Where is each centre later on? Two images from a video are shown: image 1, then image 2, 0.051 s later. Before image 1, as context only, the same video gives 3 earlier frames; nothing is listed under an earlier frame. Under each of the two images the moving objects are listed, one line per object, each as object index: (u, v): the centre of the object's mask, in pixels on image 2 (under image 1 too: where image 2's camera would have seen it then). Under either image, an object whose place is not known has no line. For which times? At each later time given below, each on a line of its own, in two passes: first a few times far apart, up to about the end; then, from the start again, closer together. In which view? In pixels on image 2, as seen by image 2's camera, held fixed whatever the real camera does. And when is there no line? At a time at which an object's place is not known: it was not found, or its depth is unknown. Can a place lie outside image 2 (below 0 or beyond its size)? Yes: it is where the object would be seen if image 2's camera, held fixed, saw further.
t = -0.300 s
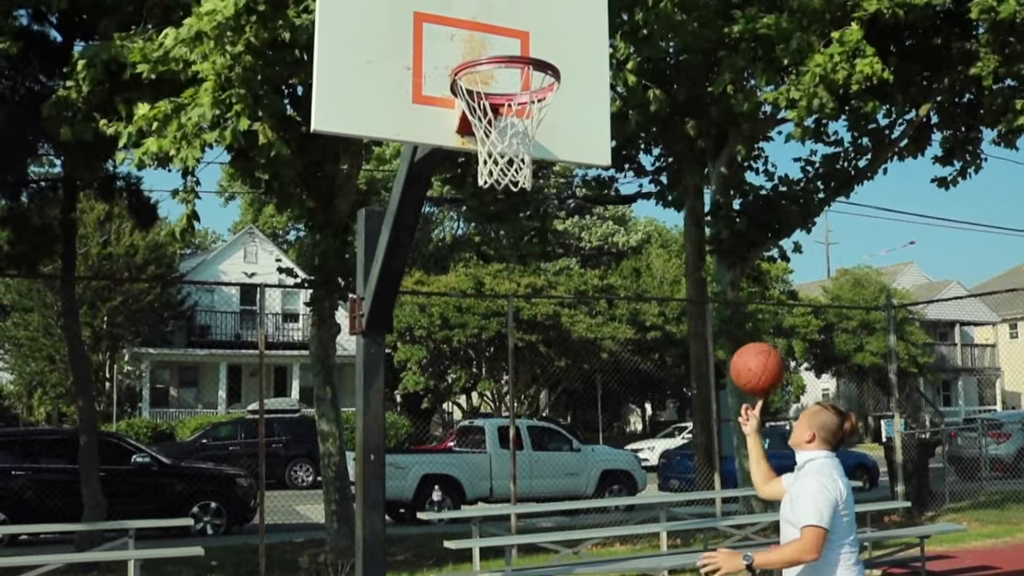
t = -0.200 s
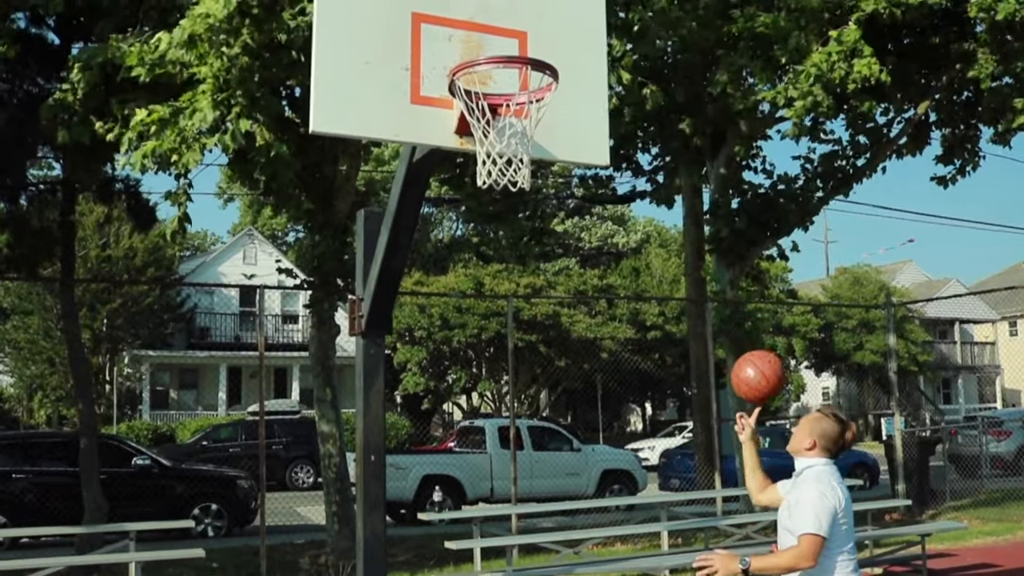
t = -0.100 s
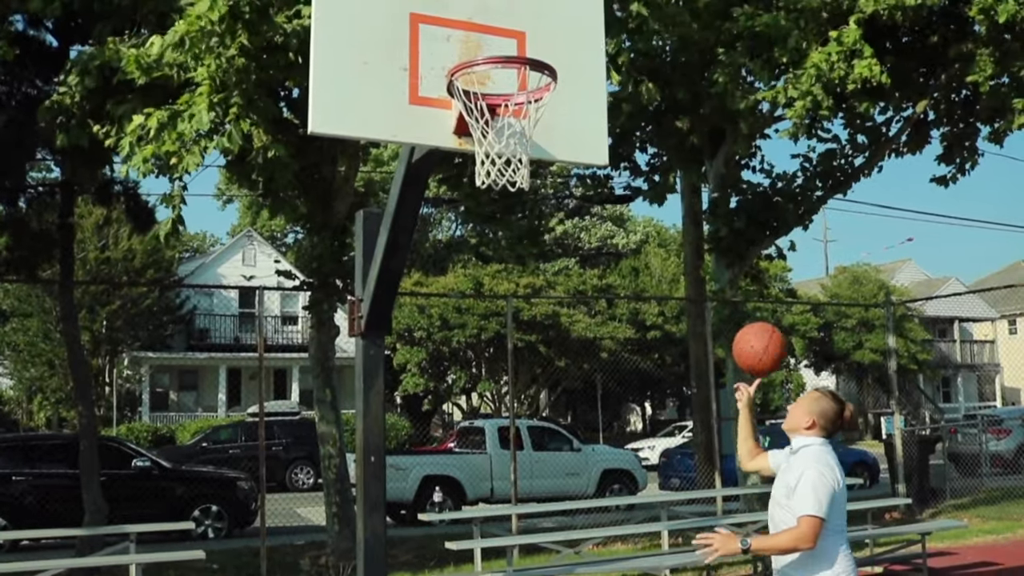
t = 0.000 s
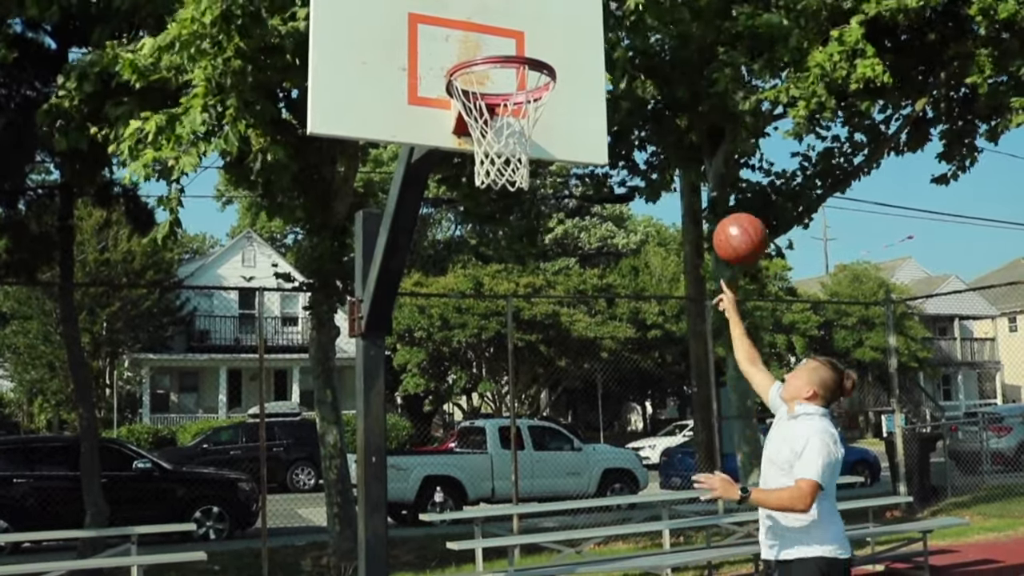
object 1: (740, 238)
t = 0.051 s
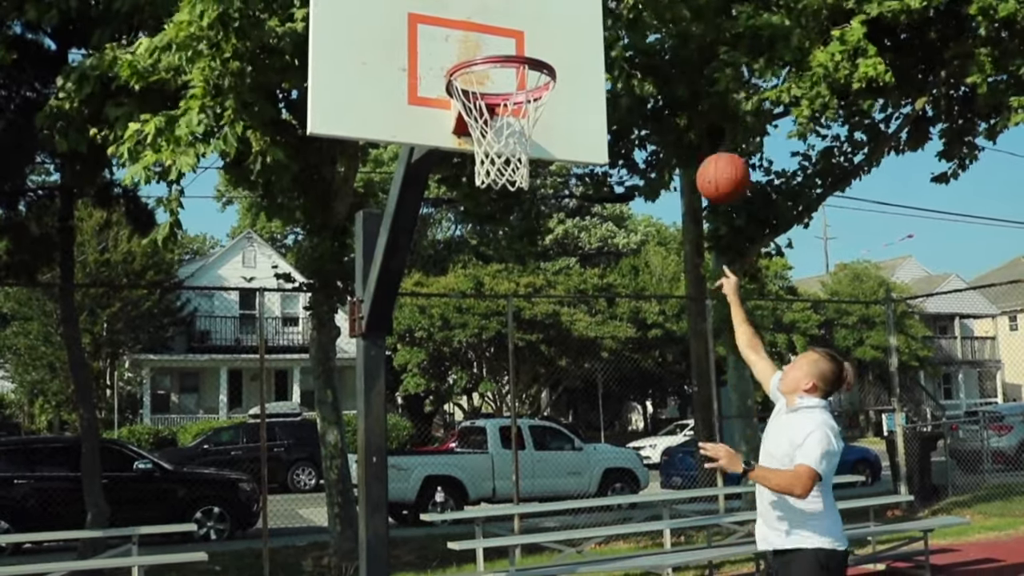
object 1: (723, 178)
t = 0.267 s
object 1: (652, 8)
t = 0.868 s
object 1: (490, -19)
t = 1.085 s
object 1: (431, 40)
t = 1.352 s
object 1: (343, -22)
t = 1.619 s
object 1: (248, 64)
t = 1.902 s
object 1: (135, 364)
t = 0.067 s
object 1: (717, 159)
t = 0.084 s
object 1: (711, 141)
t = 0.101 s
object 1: (706, 126)
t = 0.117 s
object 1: (701, 109)
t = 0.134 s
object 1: (695, 93)
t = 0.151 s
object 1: (689, 77)
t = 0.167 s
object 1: (684, 64)
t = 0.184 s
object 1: (679, 51)
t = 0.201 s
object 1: (672, 36)
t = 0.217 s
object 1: (666, 25)
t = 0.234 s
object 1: (661, 17)
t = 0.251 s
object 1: (654, 12)
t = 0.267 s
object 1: (652, 8)
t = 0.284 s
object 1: (646, 3)
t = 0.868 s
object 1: (490, -19)
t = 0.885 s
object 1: (486, -16)
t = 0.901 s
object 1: (483, -8)
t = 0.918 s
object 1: (478, 2)
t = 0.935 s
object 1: (474, 13)
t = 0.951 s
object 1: (470, 21)
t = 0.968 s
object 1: (465, 29)
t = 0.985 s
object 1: (460, 38)
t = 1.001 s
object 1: (453, 46)
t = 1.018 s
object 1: (447, 54)
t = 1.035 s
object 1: (442, 61)
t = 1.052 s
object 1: (440, 55)
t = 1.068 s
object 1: (437, 49)
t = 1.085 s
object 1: (431, 40)
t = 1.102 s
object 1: (426, 32)
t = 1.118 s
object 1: (421, 24)
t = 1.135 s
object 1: (415, 18)
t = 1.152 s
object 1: (410, 11)
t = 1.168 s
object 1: (404, 5)
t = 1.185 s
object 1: (399, 0)
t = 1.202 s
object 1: (393, -5)
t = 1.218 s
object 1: (388, -9)
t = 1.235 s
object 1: (382, -13)
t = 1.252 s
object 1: (376, -16)
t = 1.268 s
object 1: (371, -19)
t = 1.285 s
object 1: (365, -20)
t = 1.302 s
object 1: (360, -22)
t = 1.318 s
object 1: (354, -22)
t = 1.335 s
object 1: (348, -23)
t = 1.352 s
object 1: (343, -22)
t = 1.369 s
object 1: (337, -22)
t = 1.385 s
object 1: (331, -20)
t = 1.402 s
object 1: (325, -18)
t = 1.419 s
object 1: (320, -15)
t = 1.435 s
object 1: (314, -13)
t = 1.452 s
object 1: (308, -9)
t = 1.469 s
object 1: (302, -5)
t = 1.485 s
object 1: (297, 0)
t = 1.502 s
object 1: (290, 6)
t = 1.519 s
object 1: (284, 12)
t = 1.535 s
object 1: (279, 19)
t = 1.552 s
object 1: (272, 28)
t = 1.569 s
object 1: (266, 35)
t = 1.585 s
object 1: (260, 44)
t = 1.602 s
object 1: (254, 53)
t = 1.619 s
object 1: (248, 64)
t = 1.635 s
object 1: (241, 76)
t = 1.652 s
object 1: (234, 87)
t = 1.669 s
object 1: (228, 100)
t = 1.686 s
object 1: (222, 113)
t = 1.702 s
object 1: (215, 128)
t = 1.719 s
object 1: (208, 143)
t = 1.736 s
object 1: (201, 158)
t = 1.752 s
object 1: (195, 176)
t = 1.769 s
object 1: (188, 193)
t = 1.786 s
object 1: (182, 211)
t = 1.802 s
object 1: (175, 230)
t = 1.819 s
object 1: (168, 250)
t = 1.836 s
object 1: (162, 271)
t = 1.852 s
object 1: (155, 294)
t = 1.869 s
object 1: (148, 316)
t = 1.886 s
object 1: (141, 340)
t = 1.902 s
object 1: (135, 364)
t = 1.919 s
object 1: (127, 390)
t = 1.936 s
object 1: (121, 416)
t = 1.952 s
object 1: (113, 444)
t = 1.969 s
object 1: (107, 472)
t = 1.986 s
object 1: (100, 501)
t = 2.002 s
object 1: (90, 532)
